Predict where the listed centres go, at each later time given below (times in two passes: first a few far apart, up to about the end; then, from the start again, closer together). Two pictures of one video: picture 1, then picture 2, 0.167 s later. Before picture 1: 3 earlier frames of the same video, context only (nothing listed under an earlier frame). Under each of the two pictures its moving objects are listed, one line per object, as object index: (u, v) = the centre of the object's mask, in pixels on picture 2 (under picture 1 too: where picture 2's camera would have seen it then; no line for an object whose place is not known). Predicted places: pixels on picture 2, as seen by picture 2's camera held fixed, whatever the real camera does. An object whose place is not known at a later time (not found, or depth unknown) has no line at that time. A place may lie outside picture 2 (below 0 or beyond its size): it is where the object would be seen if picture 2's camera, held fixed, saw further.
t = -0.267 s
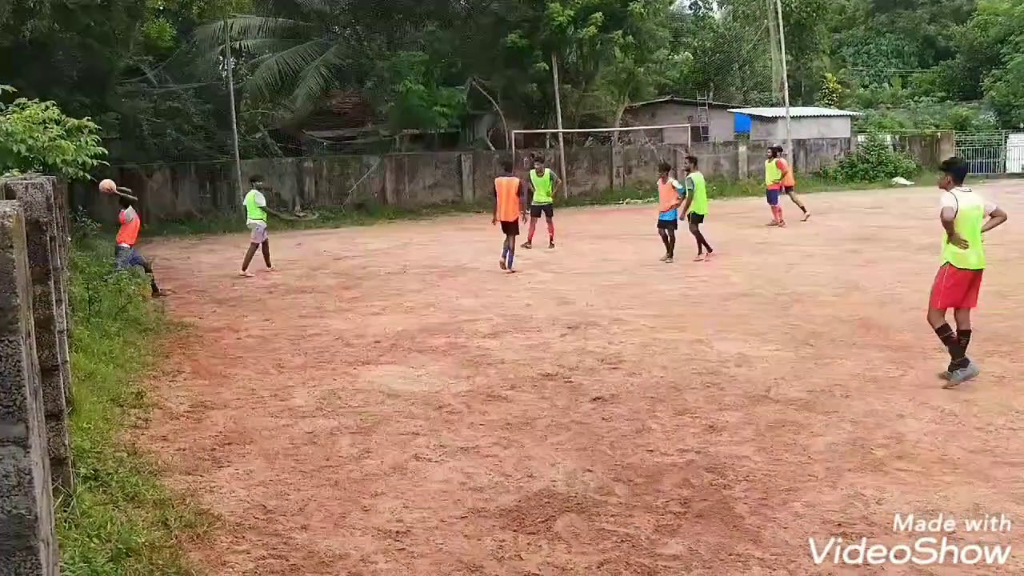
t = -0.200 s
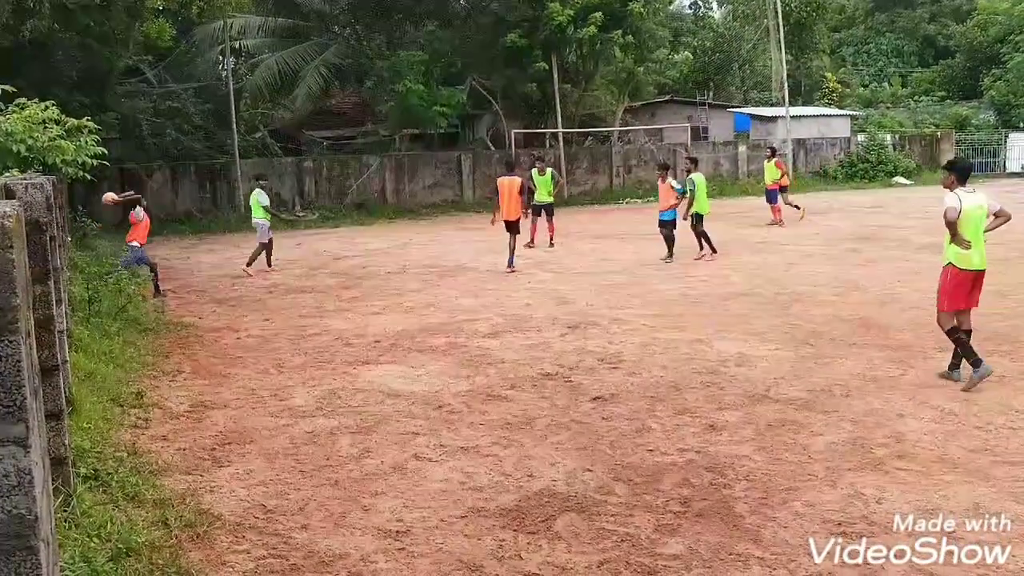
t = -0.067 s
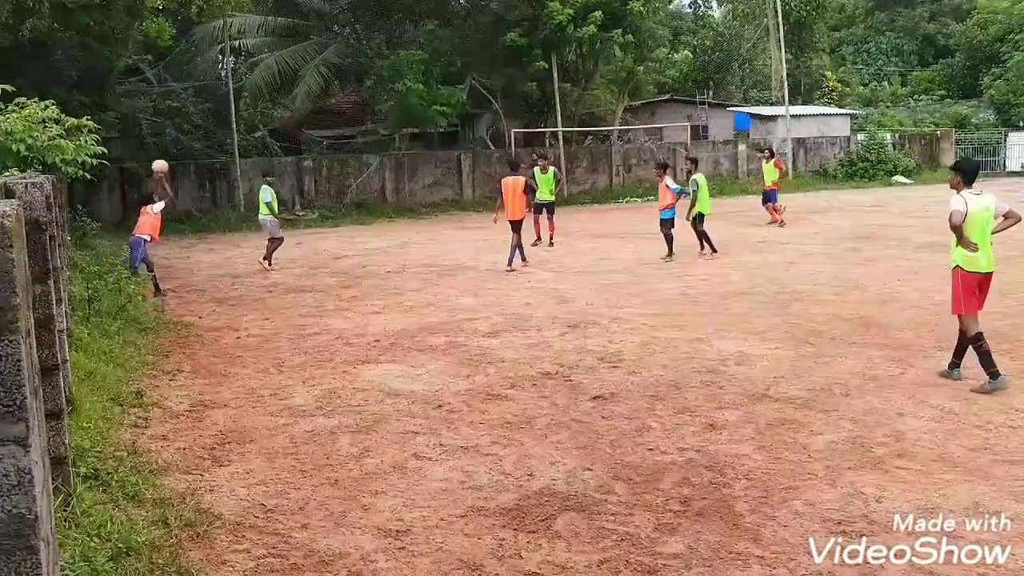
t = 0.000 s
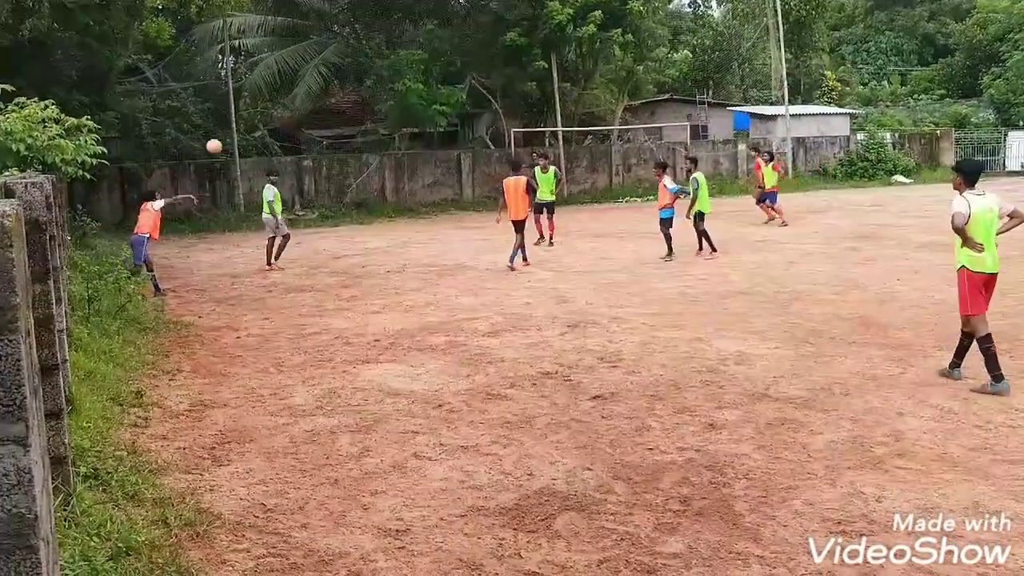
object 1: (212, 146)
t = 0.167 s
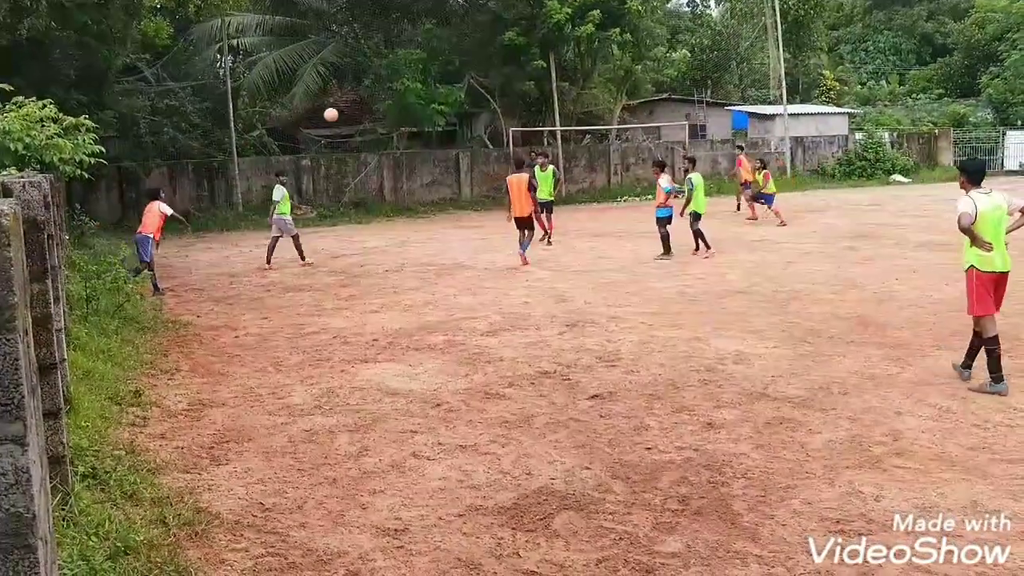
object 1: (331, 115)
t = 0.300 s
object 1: (412, 106)
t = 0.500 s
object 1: (513, 115)
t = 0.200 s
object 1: (352, 111)
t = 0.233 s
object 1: (373, 109)
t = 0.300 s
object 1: (412, 106)
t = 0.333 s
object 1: (431, 106)
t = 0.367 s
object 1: (448, 106)
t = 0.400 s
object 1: (466, 107)
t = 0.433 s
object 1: (483, 109)
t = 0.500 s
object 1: (513, 115)
